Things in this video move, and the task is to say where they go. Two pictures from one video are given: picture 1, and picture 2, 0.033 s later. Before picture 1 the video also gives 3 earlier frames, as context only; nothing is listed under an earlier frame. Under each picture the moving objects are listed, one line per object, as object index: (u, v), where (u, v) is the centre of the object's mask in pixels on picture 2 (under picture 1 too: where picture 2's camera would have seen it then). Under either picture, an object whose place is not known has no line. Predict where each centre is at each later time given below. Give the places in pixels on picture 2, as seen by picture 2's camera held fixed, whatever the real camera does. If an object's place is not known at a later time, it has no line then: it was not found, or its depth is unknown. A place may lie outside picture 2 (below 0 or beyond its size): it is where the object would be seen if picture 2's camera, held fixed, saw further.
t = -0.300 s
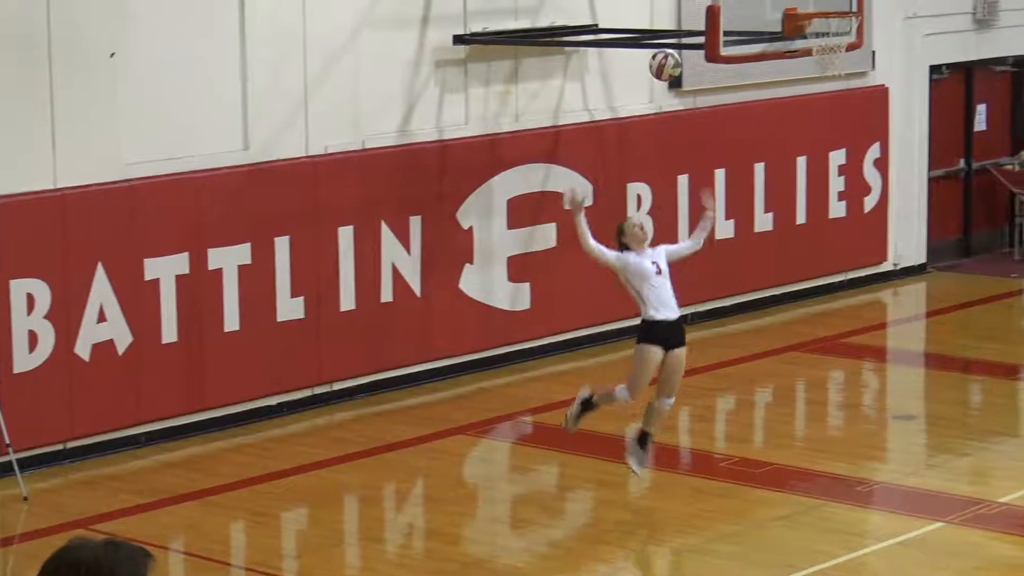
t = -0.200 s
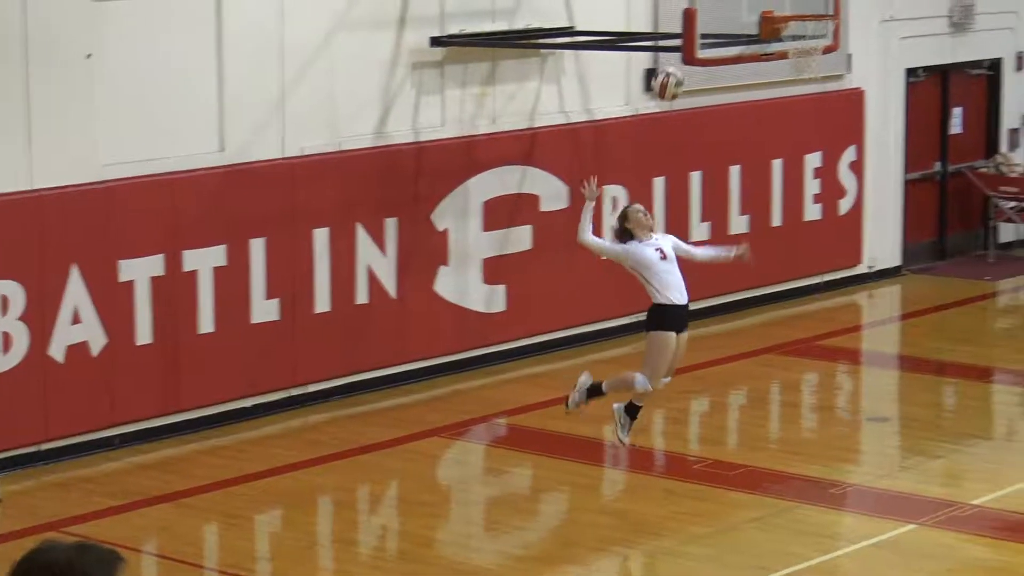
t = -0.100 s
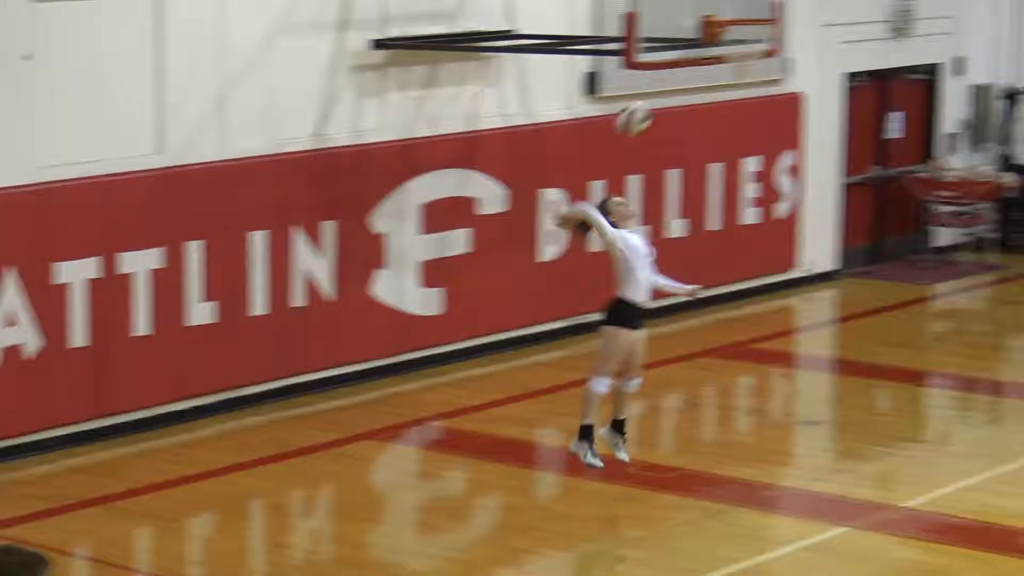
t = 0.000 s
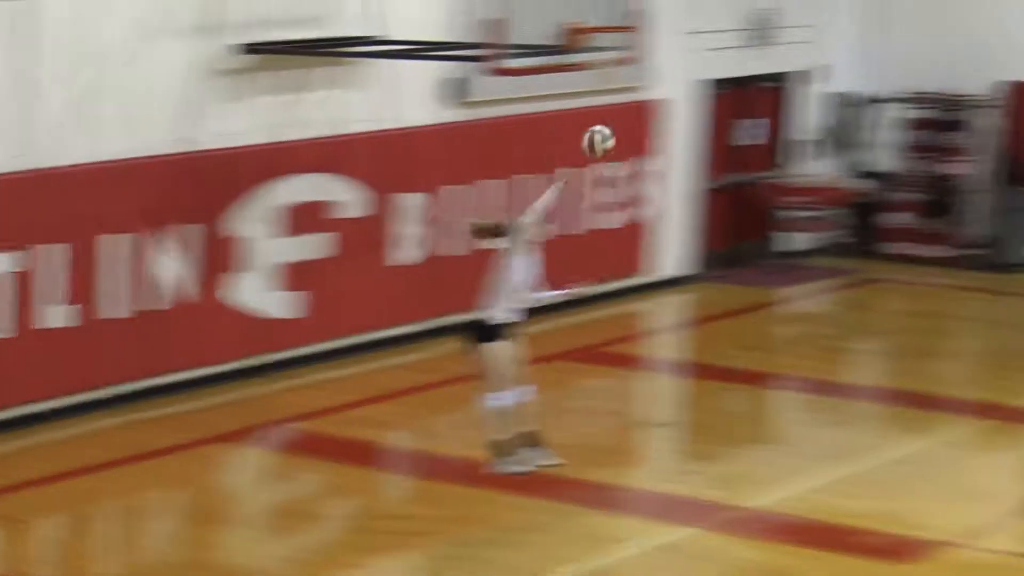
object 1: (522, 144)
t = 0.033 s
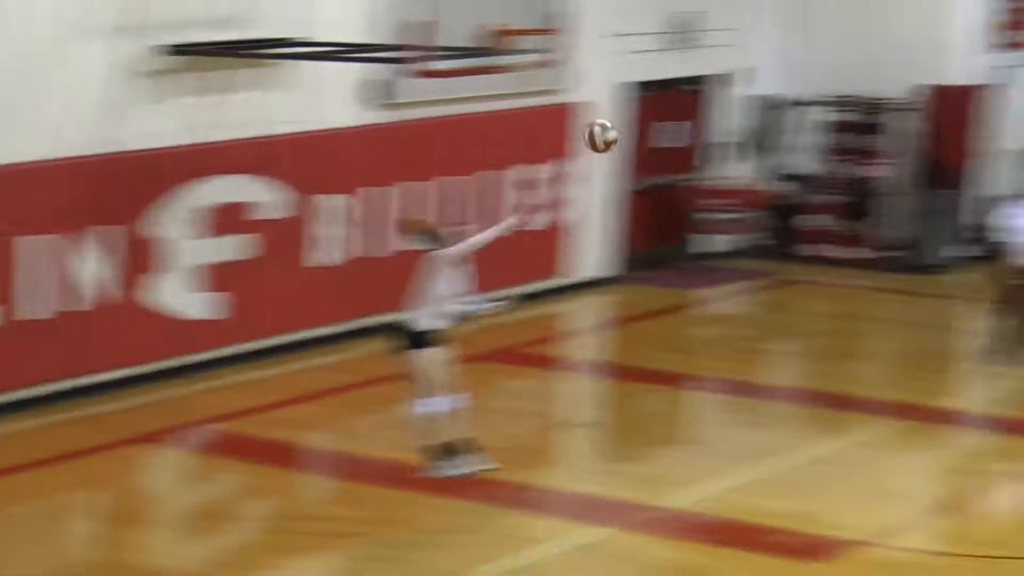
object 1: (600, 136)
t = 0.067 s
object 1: (683, 127)
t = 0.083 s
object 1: (726, 123)
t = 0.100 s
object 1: (769, 119)
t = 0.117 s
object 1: (814, 116)
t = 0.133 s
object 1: (860, 113)
